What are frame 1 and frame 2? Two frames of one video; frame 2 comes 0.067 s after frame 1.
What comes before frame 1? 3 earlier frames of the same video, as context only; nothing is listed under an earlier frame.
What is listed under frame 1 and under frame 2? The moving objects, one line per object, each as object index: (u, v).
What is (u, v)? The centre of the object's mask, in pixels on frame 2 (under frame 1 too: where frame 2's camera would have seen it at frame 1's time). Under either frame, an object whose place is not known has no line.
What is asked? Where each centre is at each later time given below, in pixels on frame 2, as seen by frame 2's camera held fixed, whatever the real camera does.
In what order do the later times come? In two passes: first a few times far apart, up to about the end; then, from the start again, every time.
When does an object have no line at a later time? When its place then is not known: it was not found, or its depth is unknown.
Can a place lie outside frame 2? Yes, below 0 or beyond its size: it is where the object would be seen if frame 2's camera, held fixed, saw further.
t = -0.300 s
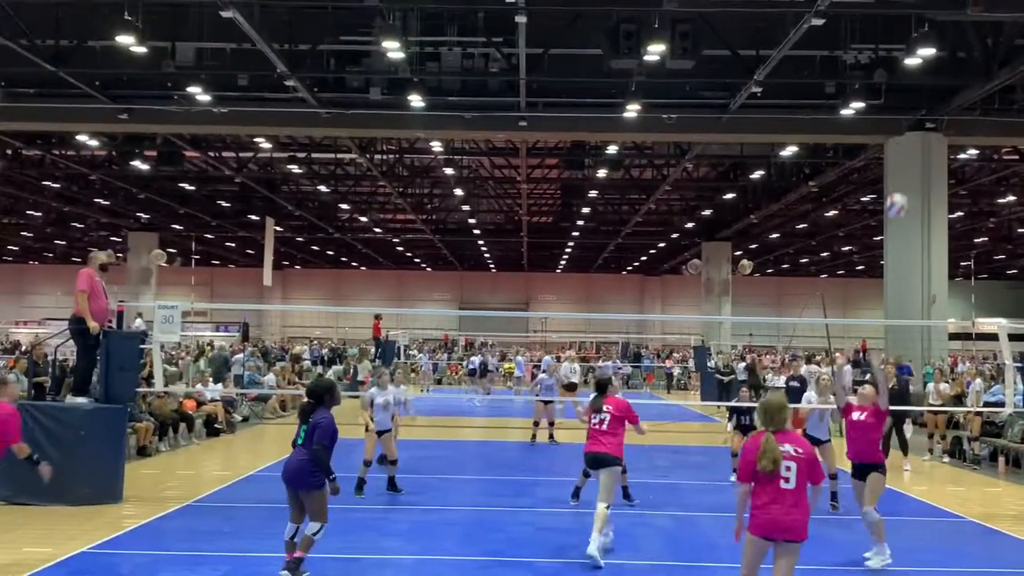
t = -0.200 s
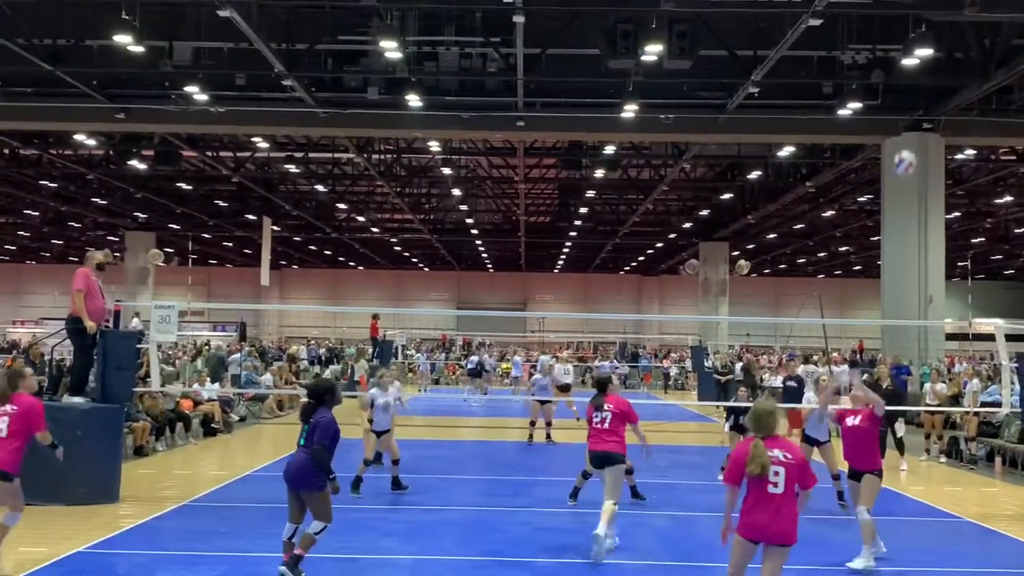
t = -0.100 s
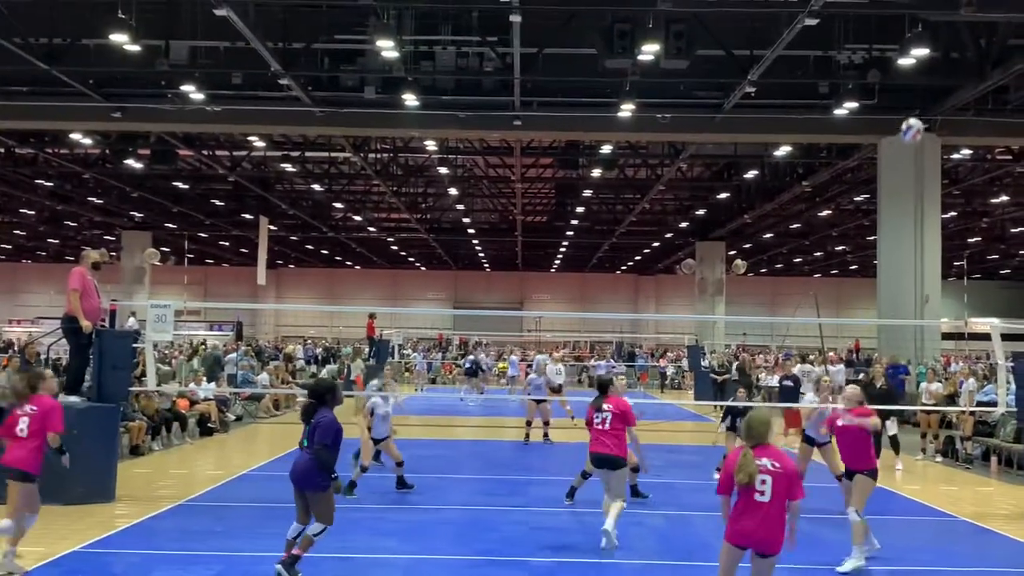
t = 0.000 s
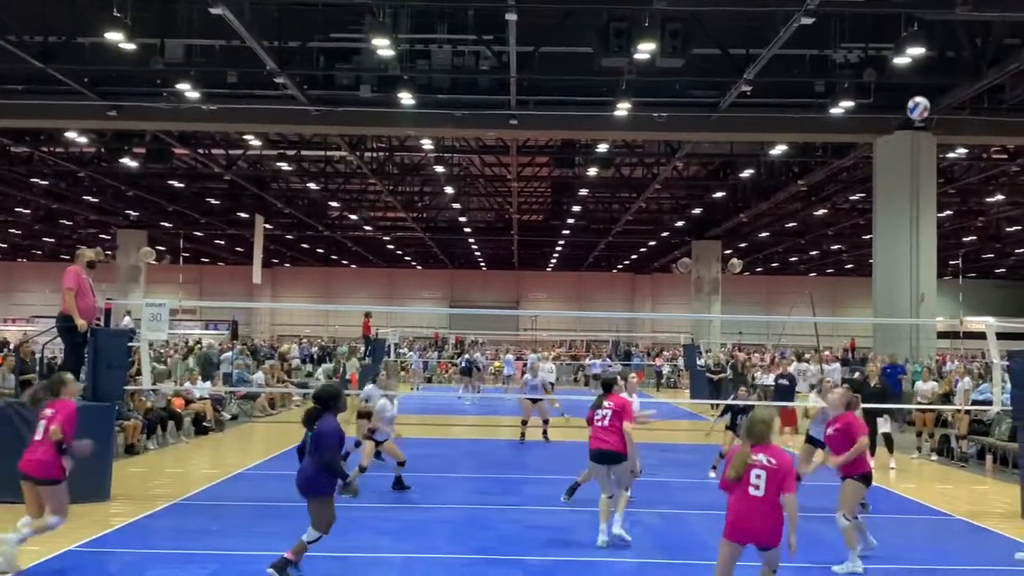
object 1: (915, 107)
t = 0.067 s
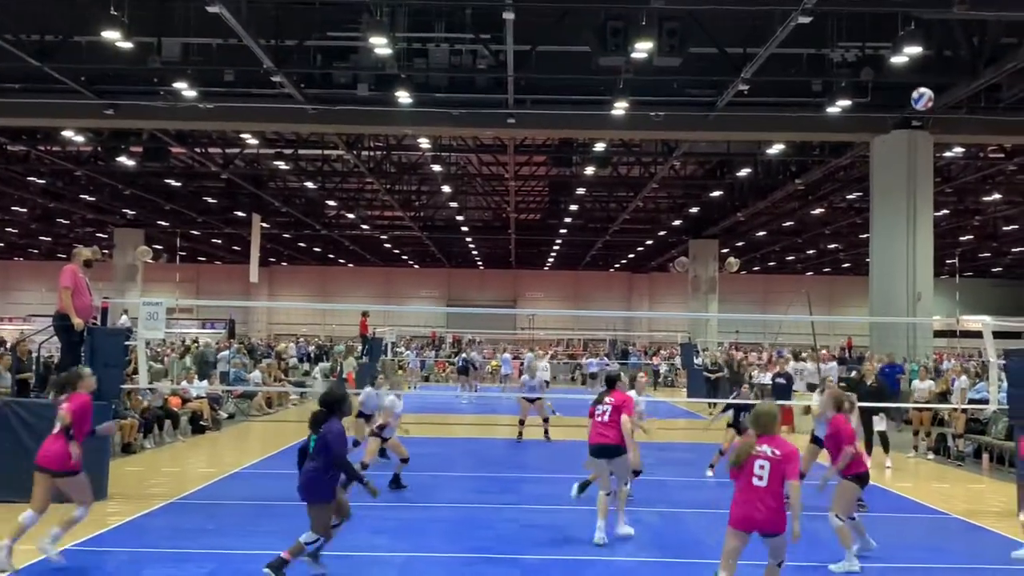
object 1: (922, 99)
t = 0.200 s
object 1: (937, 96)
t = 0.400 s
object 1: (957, 123)
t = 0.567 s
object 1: (973, 175)
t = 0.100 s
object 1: (926, 96)
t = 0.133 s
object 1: (929, 95)
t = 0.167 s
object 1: (933, 95)
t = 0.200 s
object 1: (937, 96)
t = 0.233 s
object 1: (940, 97)
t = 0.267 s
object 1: (944, 101)
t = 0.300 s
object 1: (947, 105)
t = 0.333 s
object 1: (951, 110)
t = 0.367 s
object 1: (954, 116)
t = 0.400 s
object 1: (957, 123)
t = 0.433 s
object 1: (960, 131)
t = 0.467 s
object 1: (964, 141)
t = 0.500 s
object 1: (966, 151)
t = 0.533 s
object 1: (970, 163)
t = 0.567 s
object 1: (973, 175)
